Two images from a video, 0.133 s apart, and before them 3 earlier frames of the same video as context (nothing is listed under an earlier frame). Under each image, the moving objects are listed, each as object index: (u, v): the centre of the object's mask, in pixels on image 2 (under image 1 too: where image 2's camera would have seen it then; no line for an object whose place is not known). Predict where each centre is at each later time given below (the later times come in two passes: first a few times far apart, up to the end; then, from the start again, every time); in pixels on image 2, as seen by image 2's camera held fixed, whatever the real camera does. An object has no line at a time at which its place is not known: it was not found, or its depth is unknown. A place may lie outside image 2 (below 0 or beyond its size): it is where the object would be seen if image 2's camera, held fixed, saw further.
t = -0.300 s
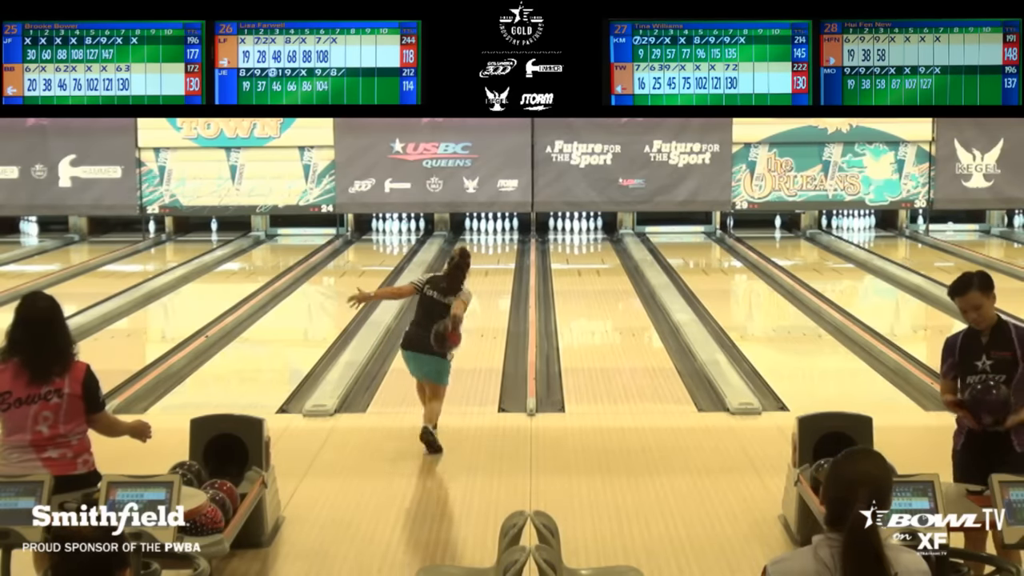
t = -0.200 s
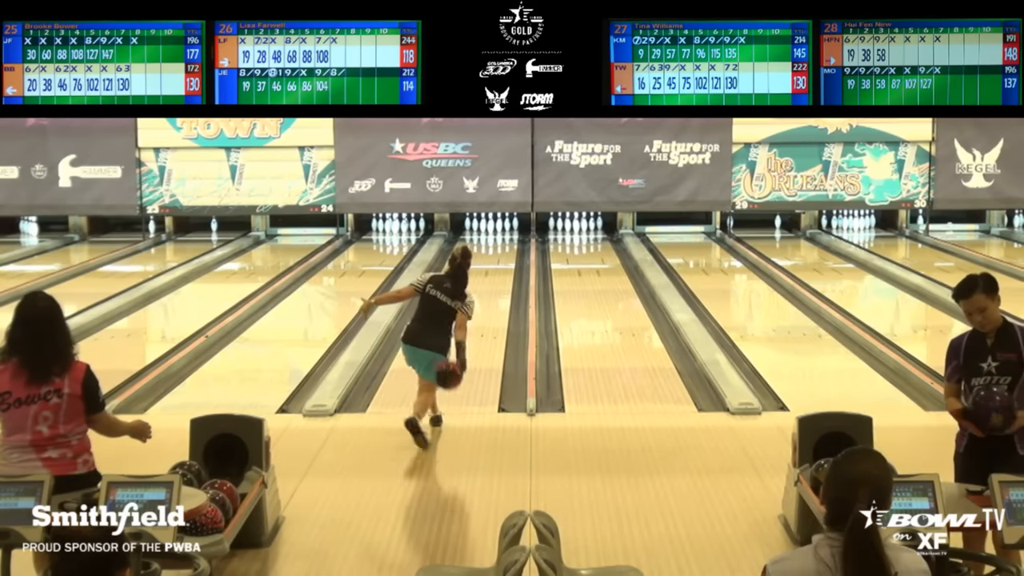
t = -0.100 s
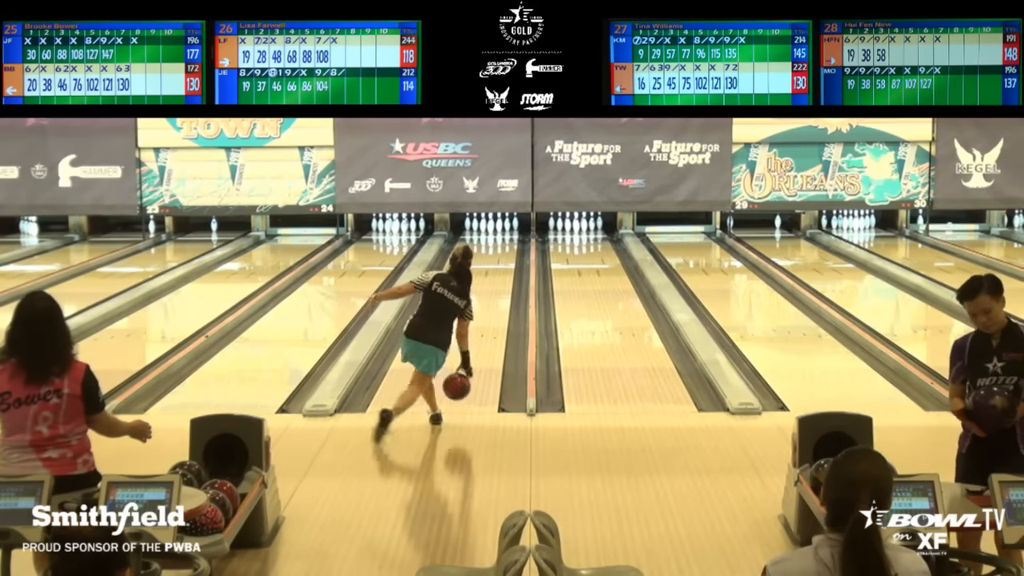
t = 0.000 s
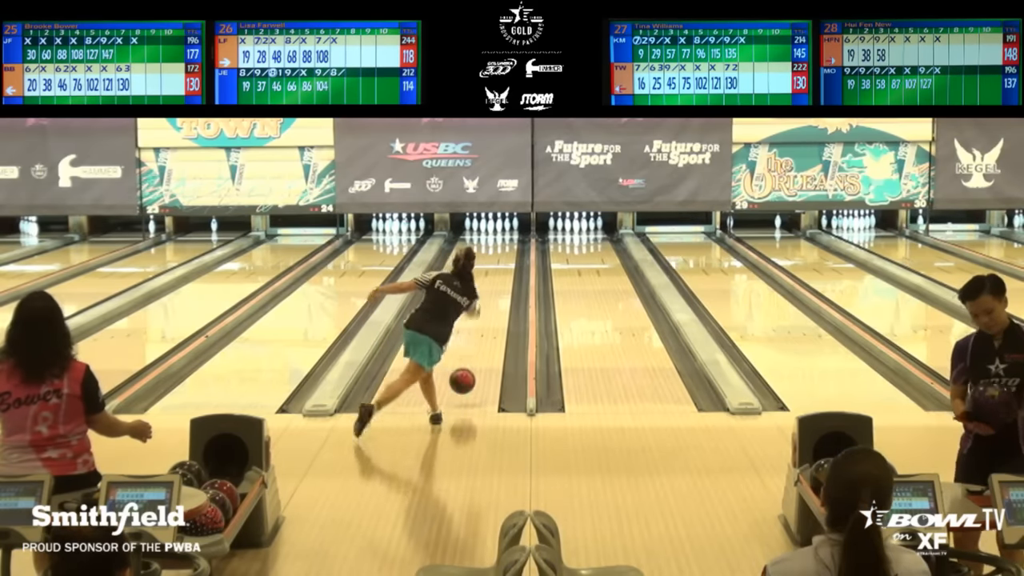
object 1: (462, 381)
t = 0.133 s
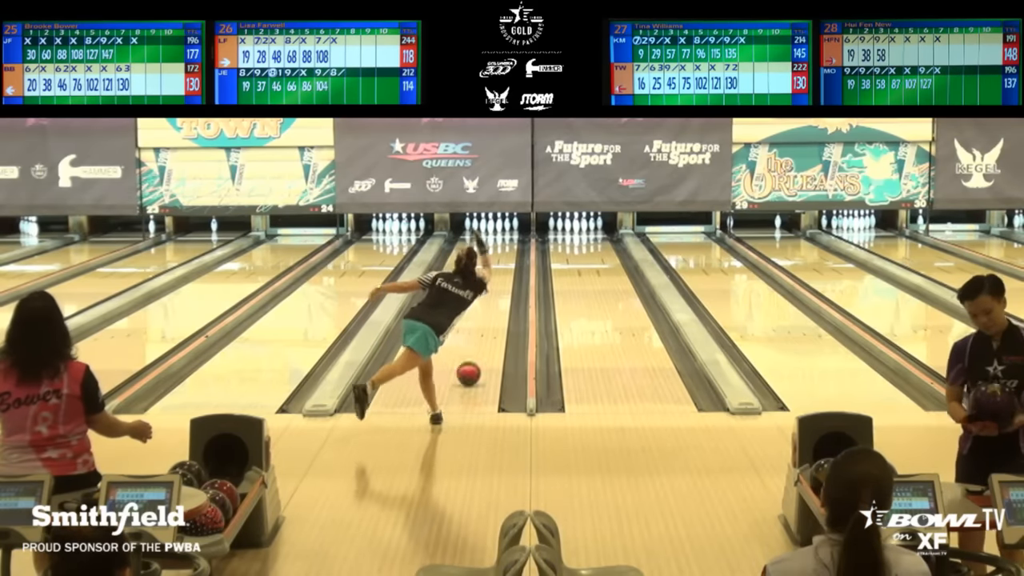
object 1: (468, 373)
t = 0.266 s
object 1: (473, 357)
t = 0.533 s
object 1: (482, 328)
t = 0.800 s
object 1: (489, 306)
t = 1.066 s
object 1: (493, 287)
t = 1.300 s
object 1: (497, 274)
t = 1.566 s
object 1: (499, 261)
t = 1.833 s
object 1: (501, 250)
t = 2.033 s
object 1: (501, 244)
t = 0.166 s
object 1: (470, 369)
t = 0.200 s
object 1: (471, 365)
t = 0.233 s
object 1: (472, 361)
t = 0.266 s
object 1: (473, 357)
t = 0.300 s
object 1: (475, 353)
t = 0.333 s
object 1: (476, 349)
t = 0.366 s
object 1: (477, 345)
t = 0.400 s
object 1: (478, 341)
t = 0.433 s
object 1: (479, 338)
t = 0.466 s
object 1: (480, 335)
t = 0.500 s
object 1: (481, 331)
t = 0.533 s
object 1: (482, 328)
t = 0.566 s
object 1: (483, 325)
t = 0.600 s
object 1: (483, 323)
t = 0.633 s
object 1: (485, 321)
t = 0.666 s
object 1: (489, 316)
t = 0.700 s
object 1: (488, 314)
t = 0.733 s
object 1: (488, 311)
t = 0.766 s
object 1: (488, 308)
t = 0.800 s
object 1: (489, 306)
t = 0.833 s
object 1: (489, 303)
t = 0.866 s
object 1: (489, 302)
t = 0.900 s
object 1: (490, 299)
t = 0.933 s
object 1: (491, 296)
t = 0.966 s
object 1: (492, 294)
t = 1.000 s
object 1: (492, 292)
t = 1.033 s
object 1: (493, 289)
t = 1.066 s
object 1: (493, 287)
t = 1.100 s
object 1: (494, 285)
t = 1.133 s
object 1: (494, 283)
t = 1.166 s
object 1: (495, 281)
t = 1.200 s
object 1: (495, 279)
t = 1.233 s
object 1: (496, 277)
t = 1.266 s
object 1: (497, 275)
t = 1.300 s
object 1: (497, 274)
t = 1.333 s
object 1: (497, 272)
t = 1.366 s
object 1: (498, 270)
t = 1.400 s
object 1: (498, 269)
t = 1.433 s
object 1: (498, 268)
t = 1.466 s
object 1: (498, 266)
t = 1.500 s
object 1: (498, 265)
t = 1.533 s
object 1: (499, 263)
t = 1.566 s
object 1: (499, 261)
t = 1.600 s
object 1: (500, 260)
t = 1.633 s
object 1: (500, 258)
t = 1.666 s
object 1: (500, 257)
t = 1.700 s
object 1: (500, 256)
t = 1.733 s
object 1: (500, 254)
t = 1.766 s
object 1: (501, 253)
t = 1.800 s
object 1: (501, 252)
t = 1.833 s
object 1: (501, 250)
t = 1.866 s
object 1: (501, 249)
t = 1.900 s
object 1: (501, 248)
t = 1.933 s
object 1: (501, 247)
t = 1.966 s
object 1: (501, 246)
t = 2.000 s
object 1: (501, 244)
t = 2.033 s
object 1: (501, 244)
